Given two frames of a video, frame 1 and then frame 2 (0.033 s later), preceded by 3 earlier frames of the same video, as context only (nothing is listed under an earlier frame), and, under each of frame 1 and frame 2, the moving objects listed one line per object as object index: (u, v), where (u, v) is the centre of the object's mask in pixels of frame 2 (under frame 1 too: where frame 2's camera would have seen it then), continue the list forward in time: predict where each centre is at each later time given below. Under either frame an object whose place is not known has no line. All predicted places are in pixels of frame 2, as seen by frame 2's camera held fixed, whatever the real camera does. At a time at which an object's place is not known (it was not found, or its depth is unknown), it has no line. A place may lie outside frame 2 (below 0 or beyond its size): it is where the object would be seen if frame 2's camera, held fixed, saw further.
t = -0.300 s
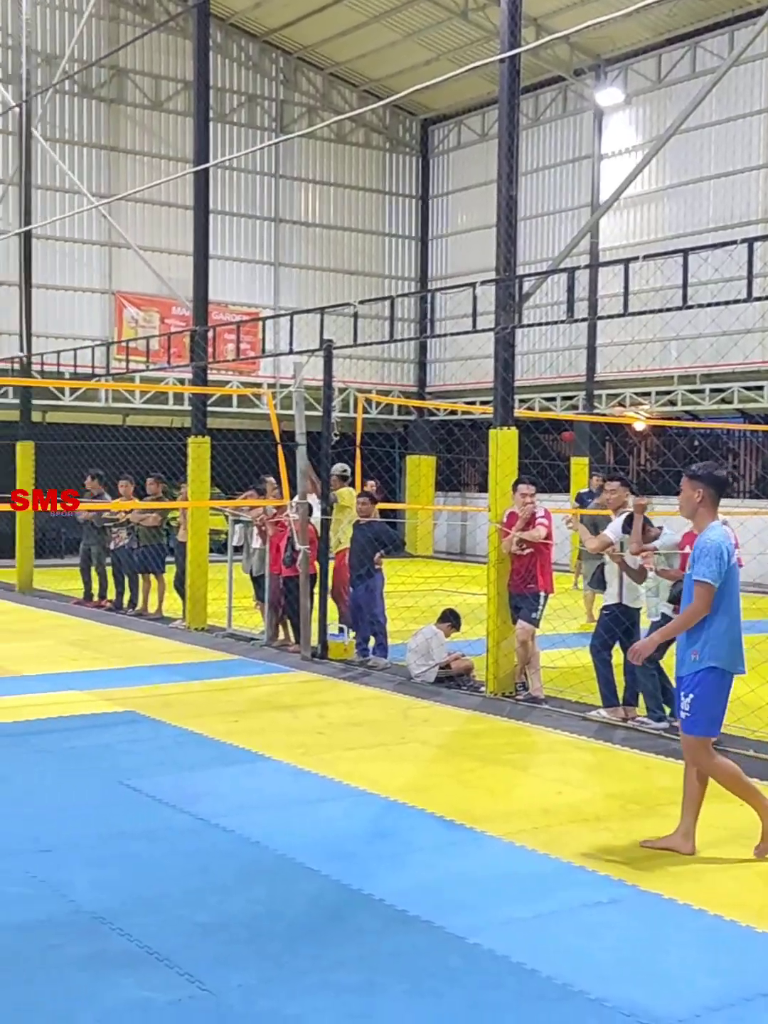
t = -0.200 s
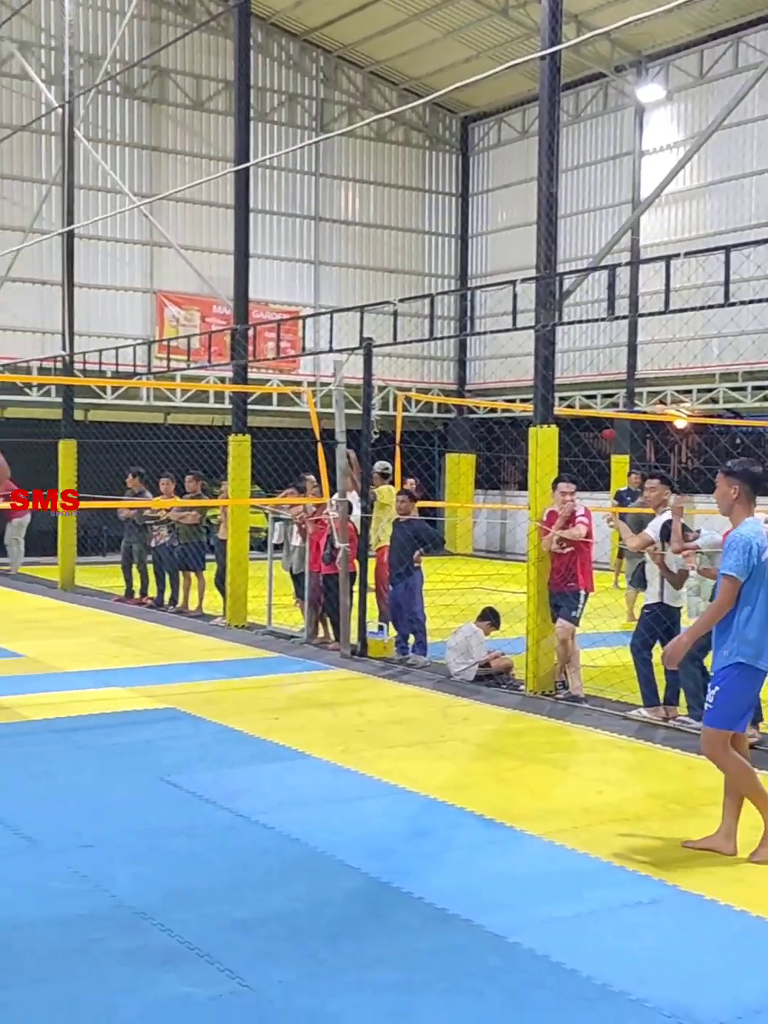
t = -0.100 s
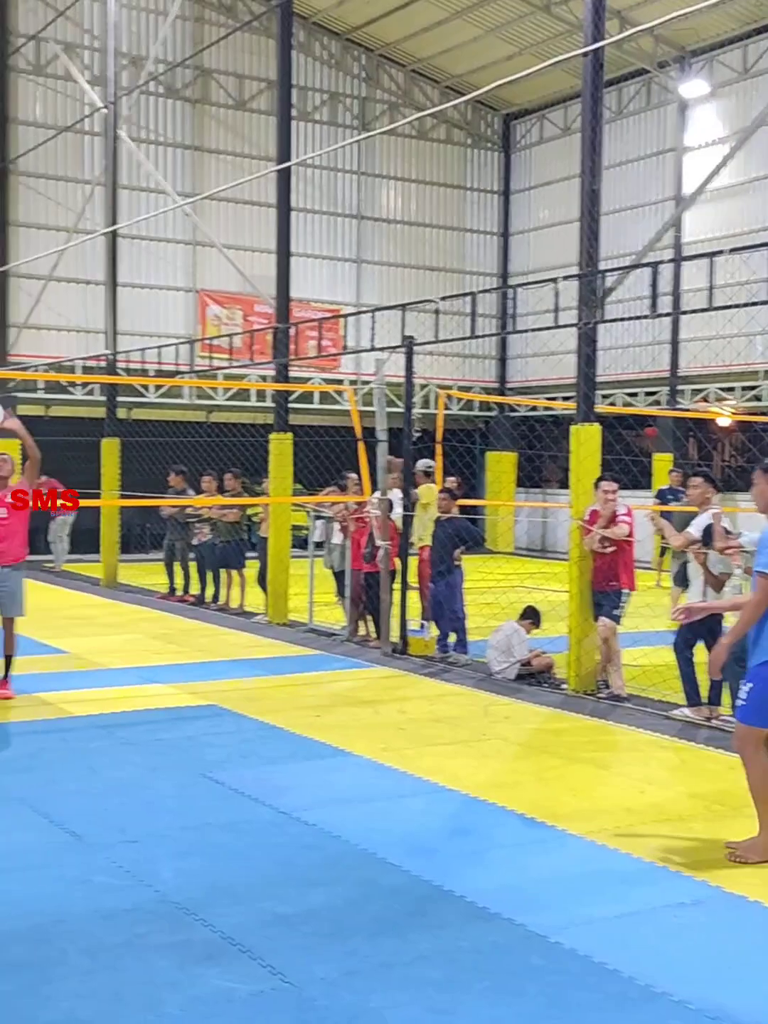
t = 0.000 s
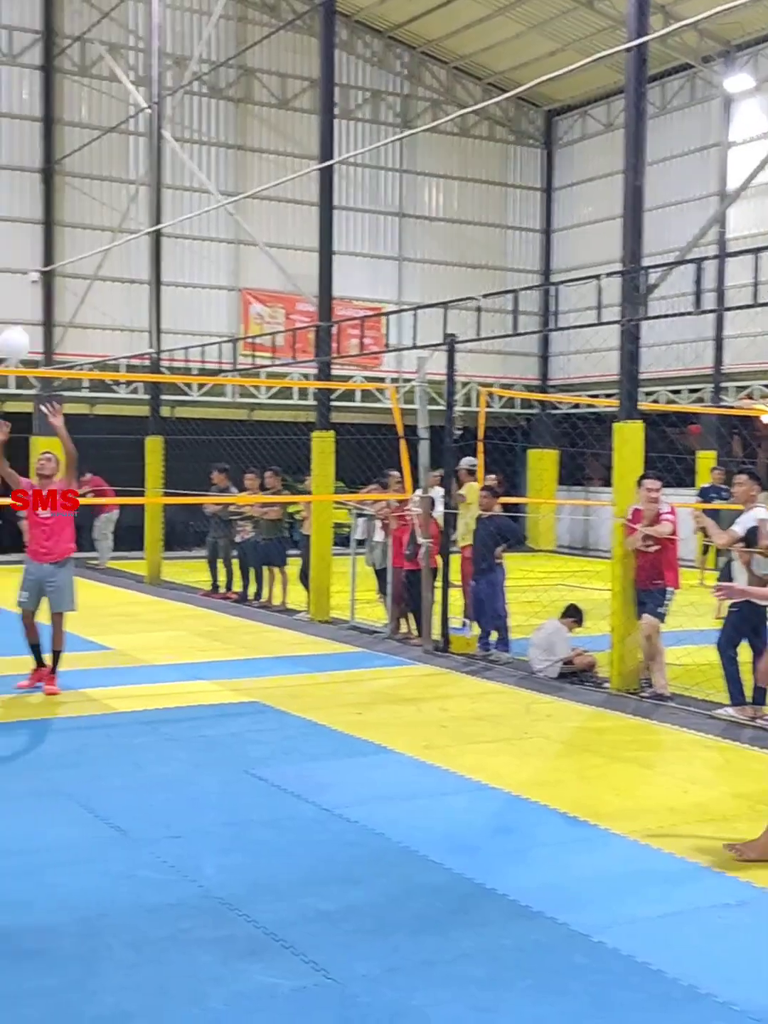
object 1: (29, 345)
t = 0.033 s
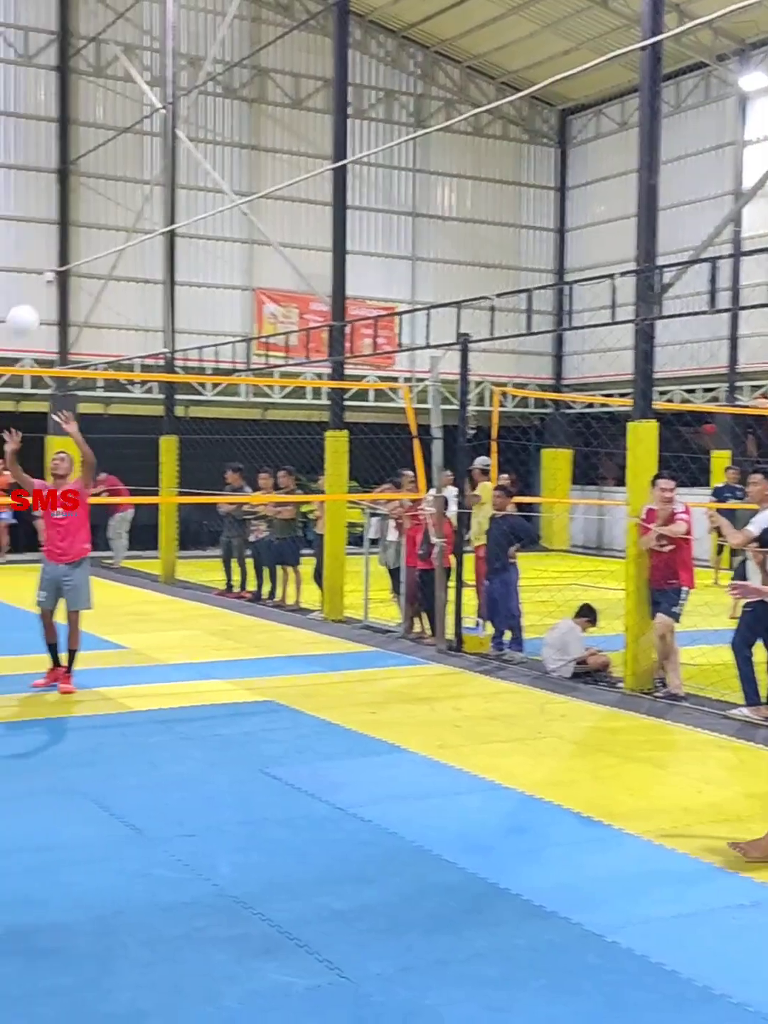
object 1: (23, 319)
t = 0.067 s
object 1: (17, 300)
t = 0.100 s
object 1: (10, 279)
